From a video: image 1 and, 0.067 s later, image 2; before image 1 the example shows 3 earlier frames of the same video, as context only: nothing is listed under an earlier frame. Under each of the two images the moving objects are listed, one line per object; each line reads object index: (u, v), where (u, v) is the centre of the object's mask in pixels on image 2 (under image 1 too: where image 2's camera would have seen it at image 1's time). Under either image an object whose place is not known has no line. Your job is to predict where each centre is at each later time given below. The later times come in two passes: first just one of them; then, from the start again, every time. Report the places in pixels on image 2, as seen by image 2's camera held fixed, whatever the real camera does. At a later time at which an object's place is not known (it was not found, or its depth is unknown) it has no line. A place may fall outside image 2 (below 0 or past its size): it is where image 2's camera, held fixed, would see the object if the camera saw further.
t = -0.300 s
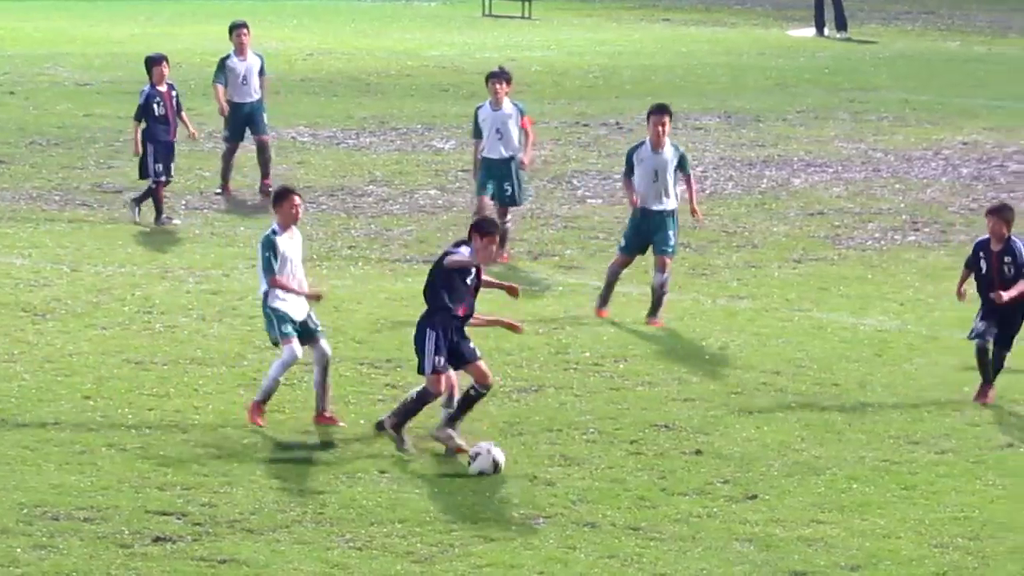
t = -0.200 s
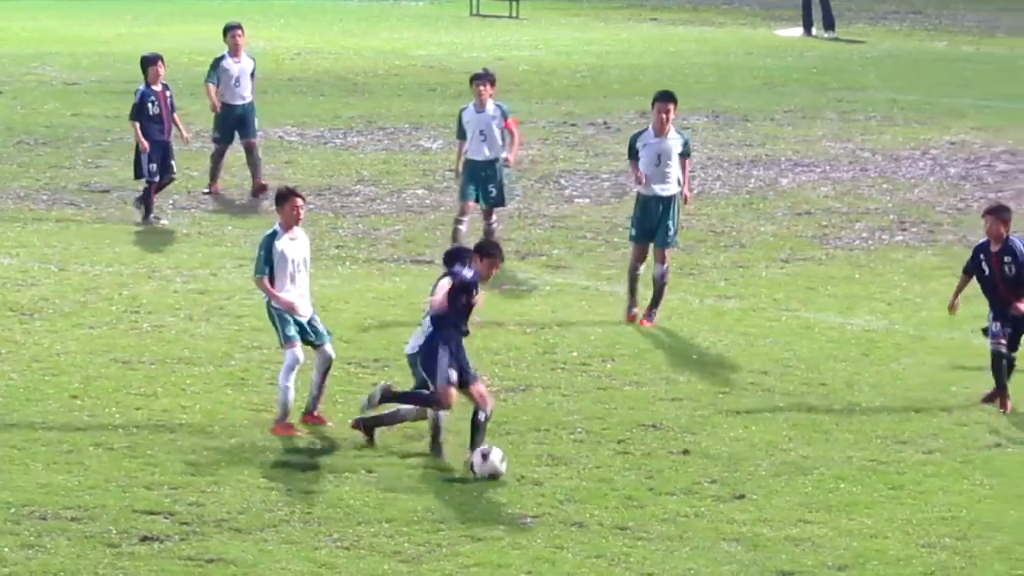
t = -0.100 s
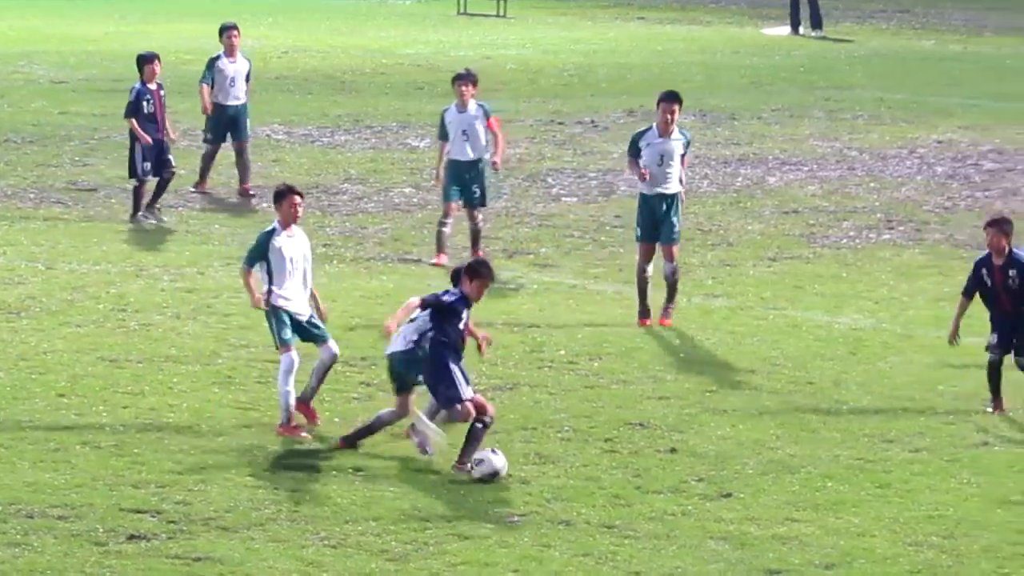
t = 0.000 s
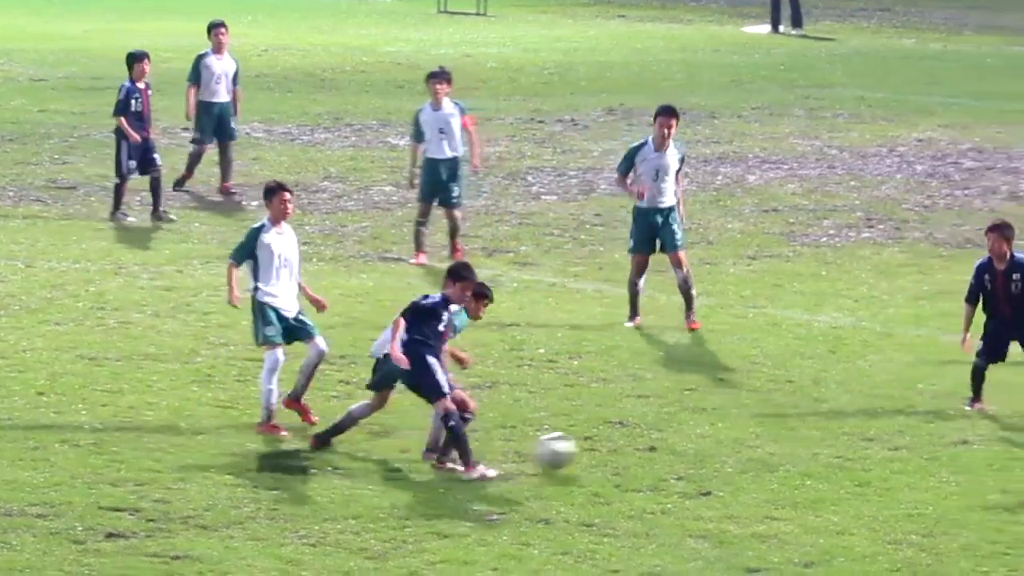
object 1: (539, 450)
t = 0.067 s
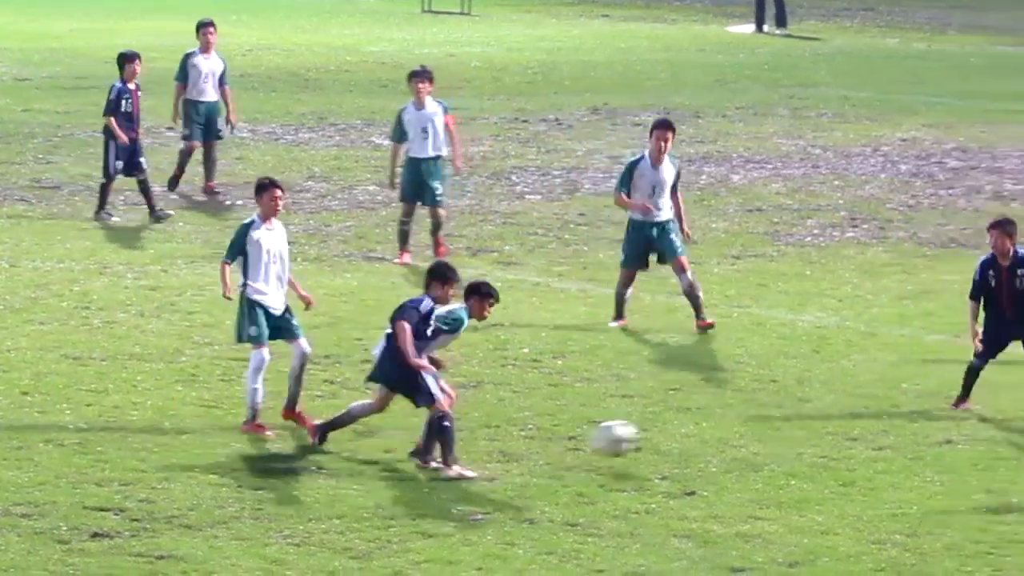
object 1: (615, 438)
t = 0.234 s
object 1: (802, 438)
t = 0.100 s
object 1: (653, 435)
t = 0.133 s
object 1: (692, 433)
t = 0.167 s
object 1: (728, 434)
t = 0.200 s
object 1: (764, 434)
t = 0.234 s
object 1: (802, 438)
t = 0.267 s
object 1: (837, 434)
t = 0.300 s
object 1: (869, 427)
